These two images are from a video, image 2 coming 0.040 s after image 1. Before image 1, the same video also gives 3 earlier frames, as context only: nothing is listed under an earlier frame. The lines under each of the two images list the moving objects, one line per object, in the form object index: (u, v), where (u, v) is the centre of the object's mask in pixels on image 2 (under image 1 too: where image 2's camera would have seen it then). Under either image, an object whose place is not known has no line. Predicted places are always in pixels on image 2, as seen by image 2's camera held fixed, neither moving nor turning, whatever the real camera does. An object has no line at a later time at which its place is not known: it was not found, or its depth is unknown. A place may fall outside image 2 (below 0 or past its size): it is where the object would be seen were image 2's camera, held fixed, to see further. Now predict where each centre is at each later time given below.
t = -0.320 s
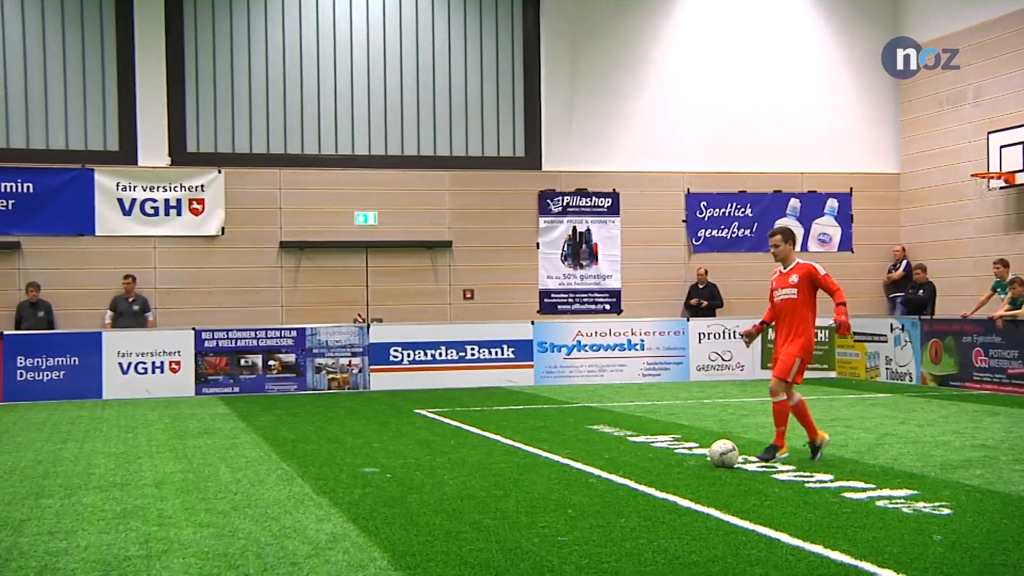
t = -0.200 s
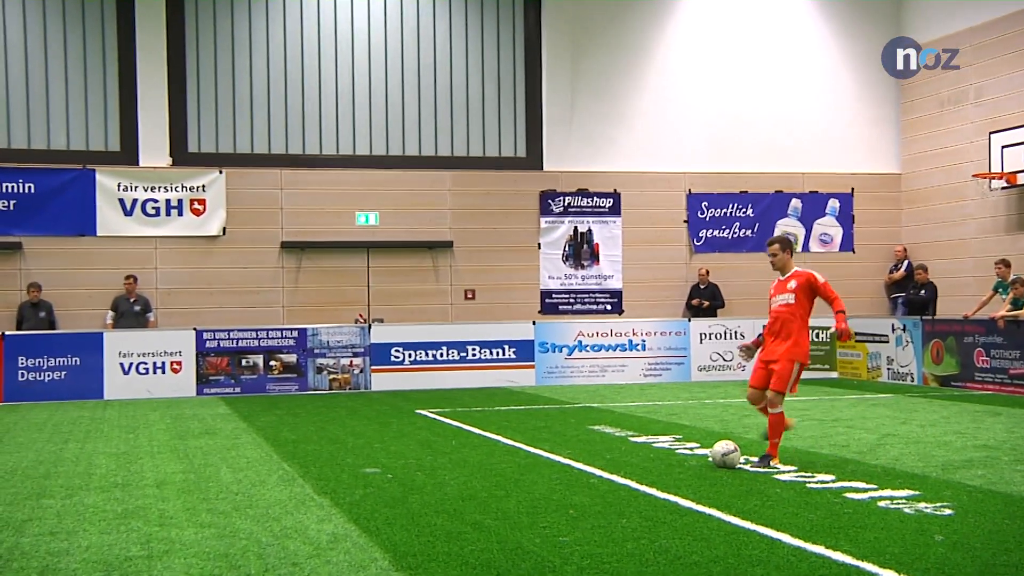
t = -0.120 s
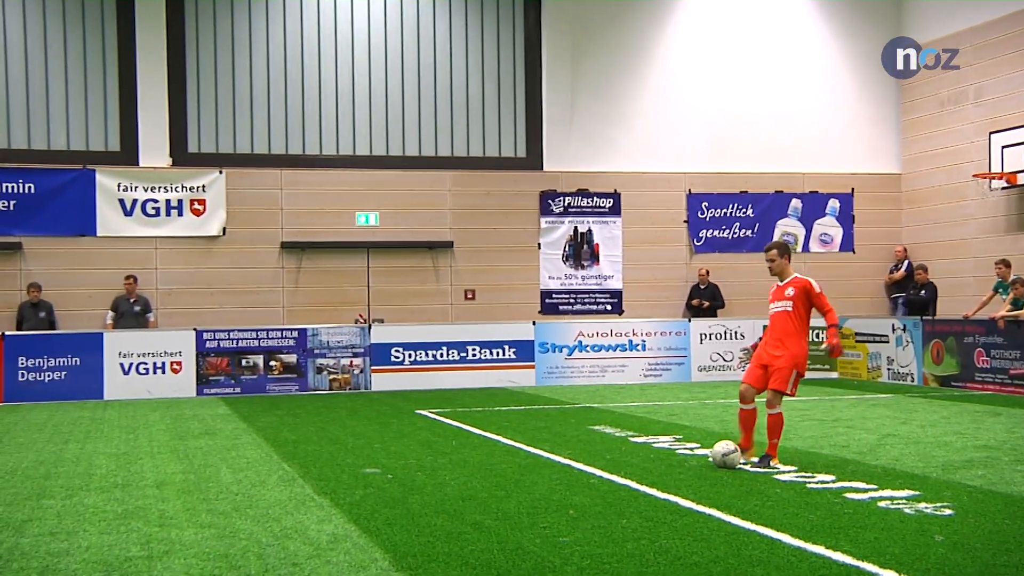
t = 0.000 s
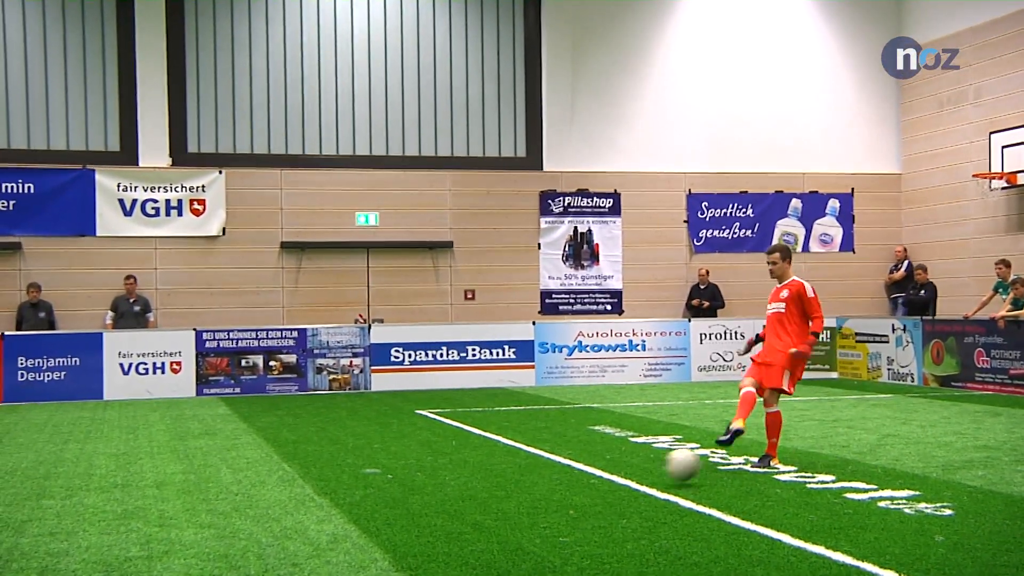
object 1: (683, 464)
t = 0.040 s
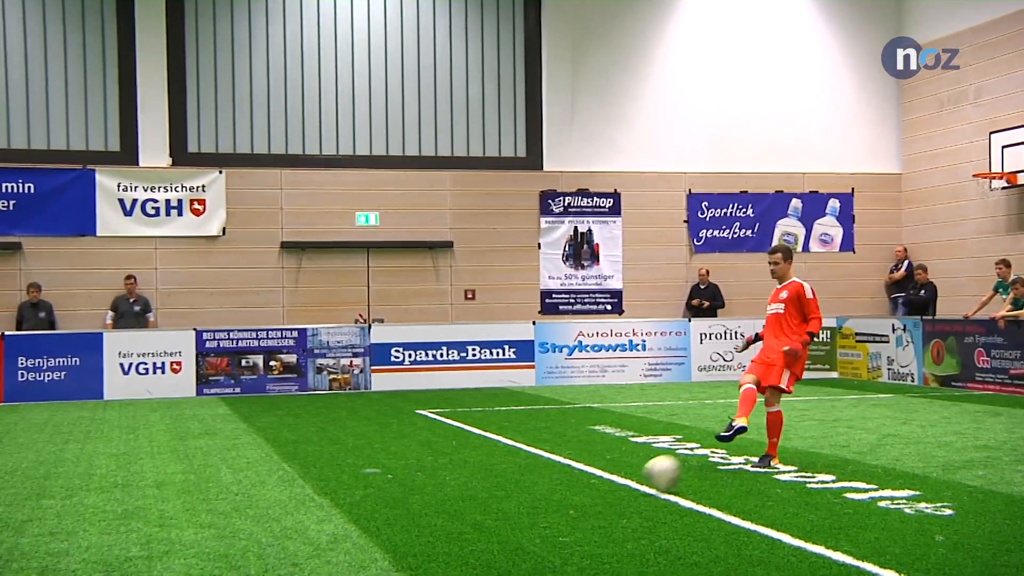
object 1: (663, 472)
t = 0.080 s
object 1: (640, 483)
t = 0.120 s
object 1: (617, 495)
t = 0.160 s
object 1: (595, 499)
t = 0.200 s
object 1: (572, 508)
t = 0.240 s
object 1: (547, 520)
